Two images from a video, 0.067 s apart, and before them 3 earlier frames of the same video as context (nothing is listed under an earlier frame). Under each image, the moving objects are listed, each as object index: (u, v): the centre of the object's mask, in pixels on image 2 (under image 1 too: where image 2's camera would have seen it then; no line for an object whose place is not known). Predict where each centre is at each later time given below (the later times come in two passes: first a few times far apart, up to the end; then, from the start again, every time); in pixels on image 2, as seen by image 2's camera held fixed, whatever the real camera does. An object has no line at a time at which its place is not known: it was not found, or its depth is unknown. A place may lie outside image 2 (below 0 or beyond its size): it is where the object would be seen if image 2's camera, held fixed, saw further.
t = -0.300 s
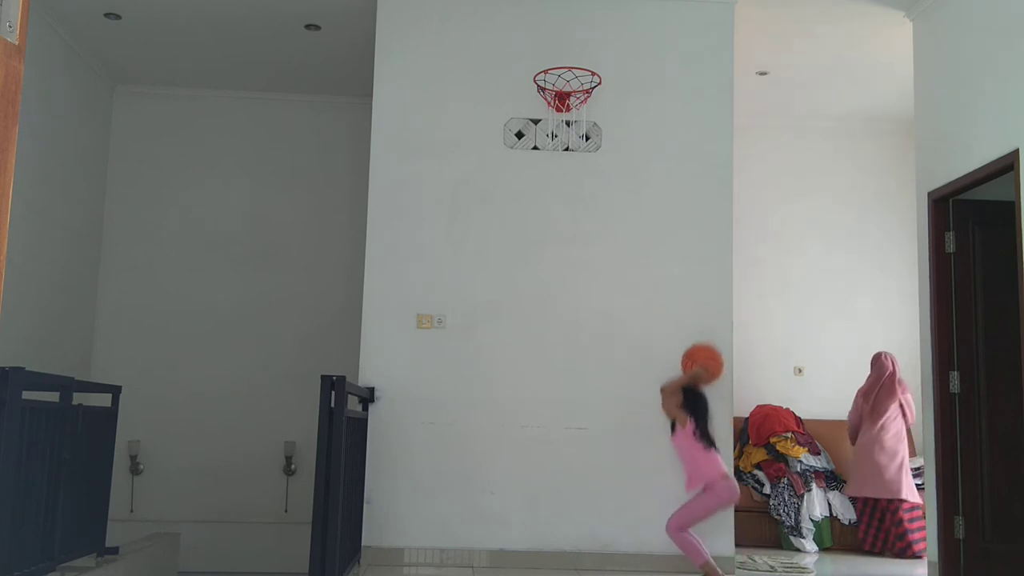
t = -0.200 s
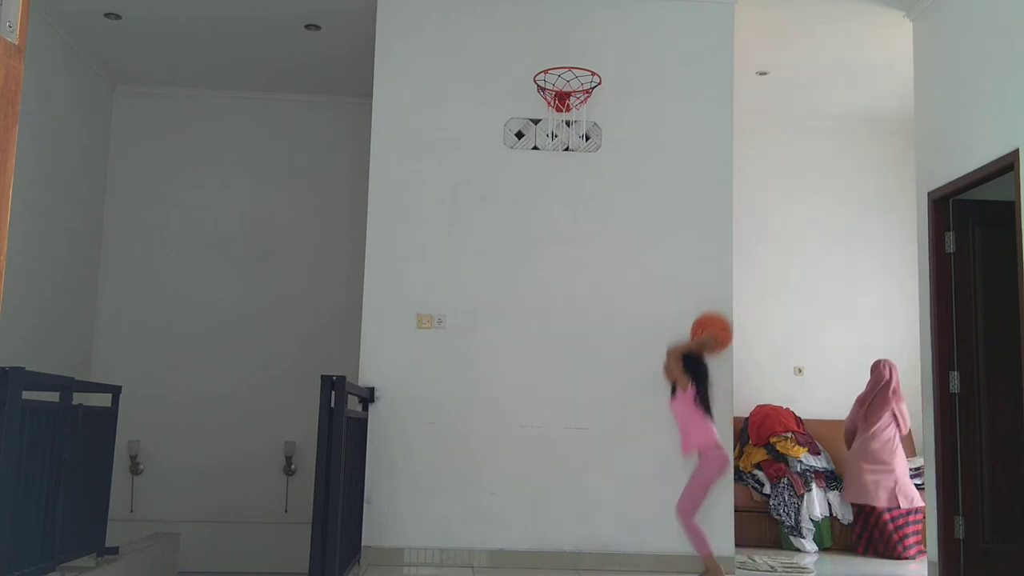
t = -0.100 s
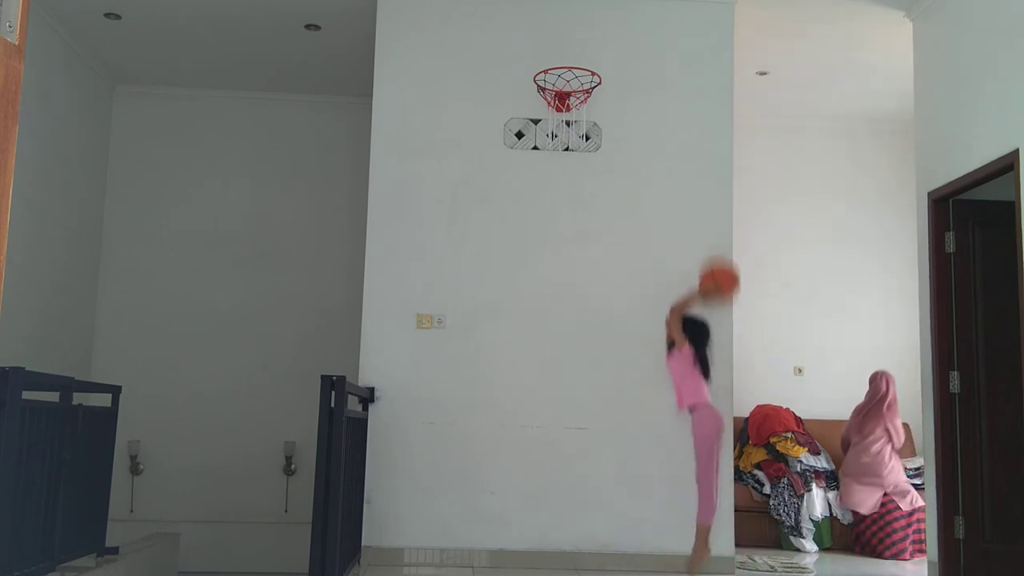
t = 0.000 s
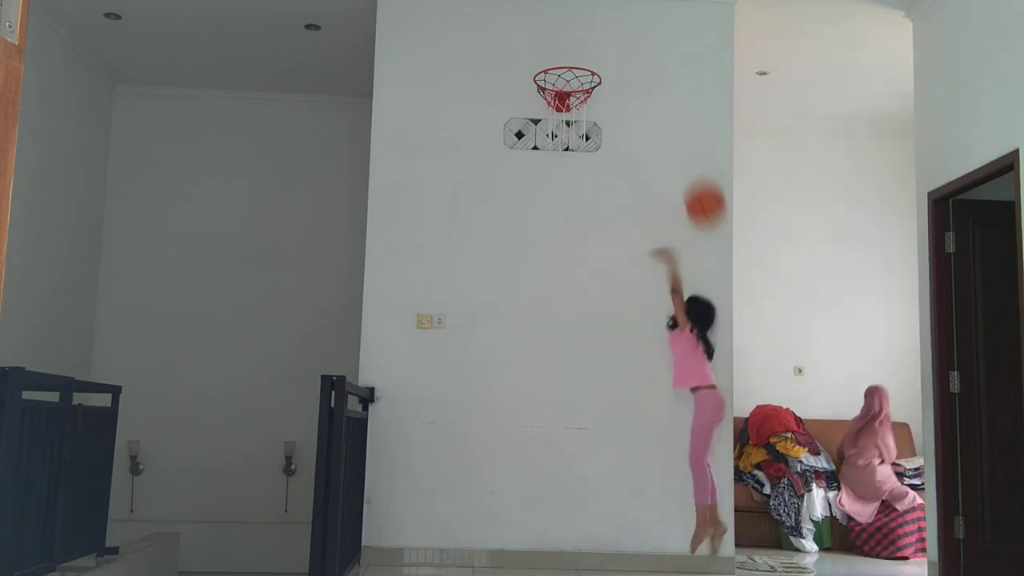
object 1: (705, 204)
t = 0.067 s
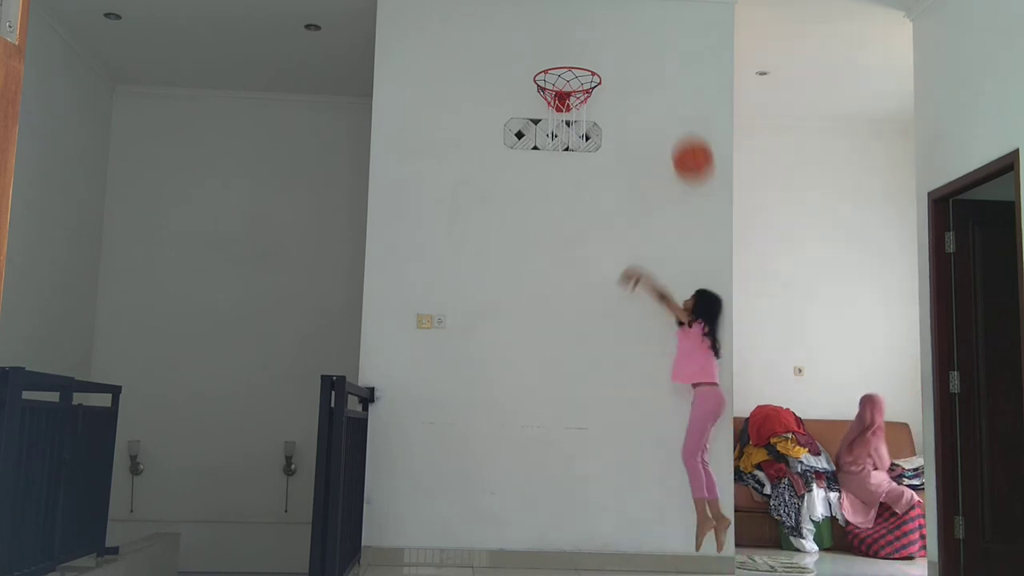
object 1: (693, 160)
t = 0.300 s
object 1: (650, 63)
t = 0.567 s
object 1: (602, 55)
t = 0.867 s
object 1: (592, 56)
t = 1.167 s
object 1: (604, 58)
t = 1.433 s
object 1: (628, 83)
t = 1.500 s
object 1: (635, 101)
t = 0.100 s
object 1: (687, 140)
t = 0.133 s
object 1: (680, 123)
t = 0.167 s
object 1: (674, 107)
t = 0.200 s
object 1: (668, 93)
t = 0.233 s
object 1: (662, 81)
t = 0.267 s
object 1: (656, 71)
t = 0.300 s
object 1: (650, 63)
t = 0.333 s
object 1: (644, 56)
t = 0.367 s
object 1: (638, 51)
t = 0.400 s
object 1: (632, 48)
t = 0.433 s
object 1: (626, 46)
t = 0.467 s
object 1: (620, 46)
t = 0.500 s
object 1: (614, 47)
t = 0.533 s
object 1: (608, 50)
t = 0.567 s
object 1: (602, 55)
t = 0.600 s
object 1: (596, 61)
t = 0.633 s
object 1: (592, 64)
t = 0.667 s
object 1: (587, 71)
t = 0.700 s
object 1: (586, 71)
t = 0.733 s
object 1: (588, 65)
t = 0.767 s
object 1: (589, 60)
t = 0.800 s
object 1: (590, 57)
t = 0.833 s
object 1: (591, 56)
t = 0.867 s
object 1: (592, 56)
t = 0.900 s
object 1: (593, 57)
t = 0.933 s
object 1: (594, 61)
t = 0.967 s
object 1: (594, 67)
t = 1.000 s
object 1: (596, 67)
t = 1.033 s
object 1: (597, 62)
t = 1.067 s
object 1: (599, 59)
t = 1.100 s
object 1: (601, 57)
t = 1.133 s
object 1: (602, 57)
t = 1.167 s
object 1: (604, 58)
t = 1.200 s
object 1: (605, 61)
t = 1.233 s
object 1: (607, 66)
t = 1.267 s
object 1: (610, 67)
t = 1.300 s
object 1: (613, 67)
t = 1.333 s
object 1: (617, 68)
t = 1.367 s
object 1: (621, 71)
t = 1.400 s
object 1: (624, 76)
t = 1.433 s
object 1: (628, 83)
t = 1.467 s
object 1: (632, 91)
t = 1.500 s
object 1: (635, 101)
